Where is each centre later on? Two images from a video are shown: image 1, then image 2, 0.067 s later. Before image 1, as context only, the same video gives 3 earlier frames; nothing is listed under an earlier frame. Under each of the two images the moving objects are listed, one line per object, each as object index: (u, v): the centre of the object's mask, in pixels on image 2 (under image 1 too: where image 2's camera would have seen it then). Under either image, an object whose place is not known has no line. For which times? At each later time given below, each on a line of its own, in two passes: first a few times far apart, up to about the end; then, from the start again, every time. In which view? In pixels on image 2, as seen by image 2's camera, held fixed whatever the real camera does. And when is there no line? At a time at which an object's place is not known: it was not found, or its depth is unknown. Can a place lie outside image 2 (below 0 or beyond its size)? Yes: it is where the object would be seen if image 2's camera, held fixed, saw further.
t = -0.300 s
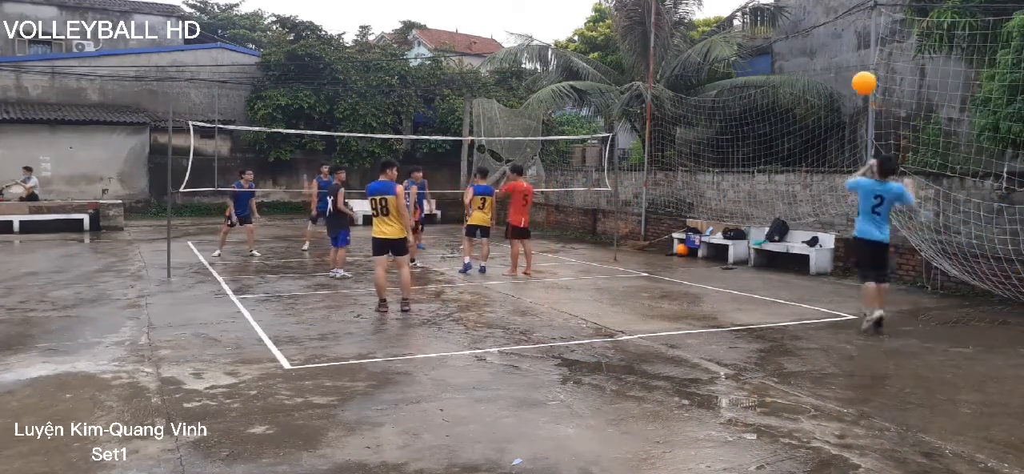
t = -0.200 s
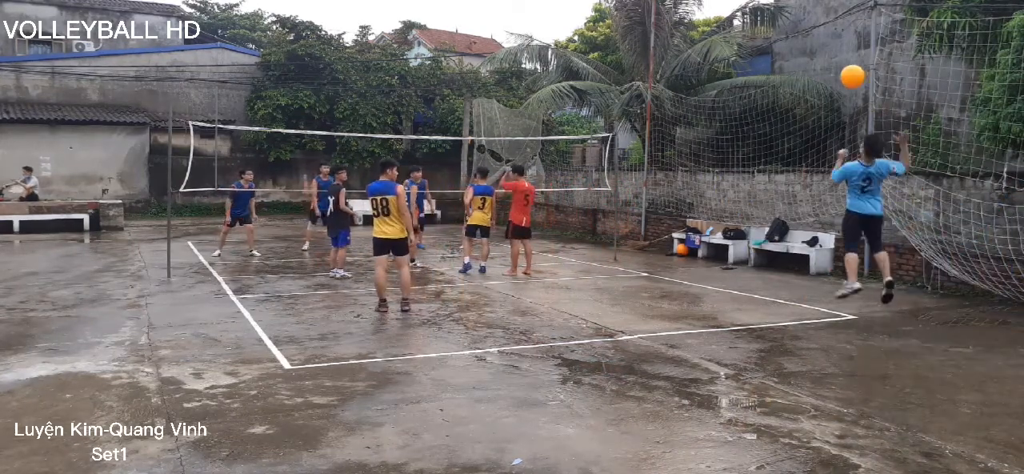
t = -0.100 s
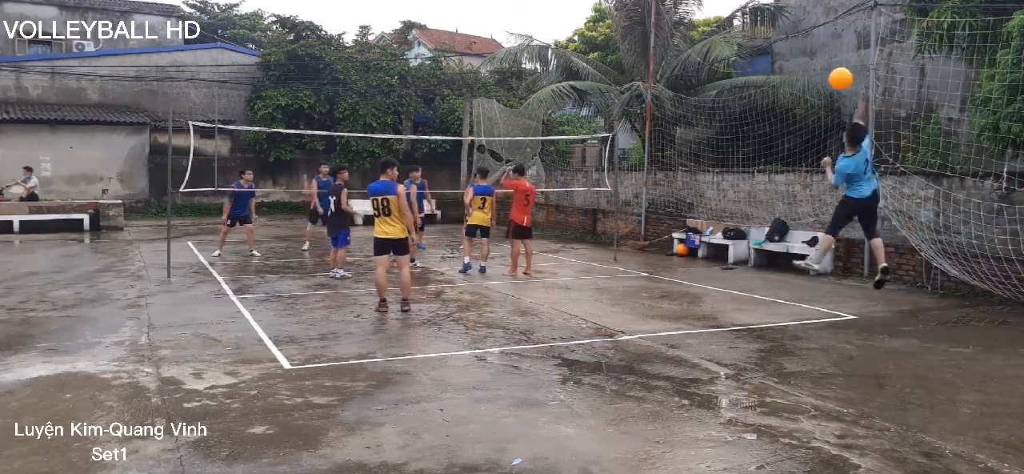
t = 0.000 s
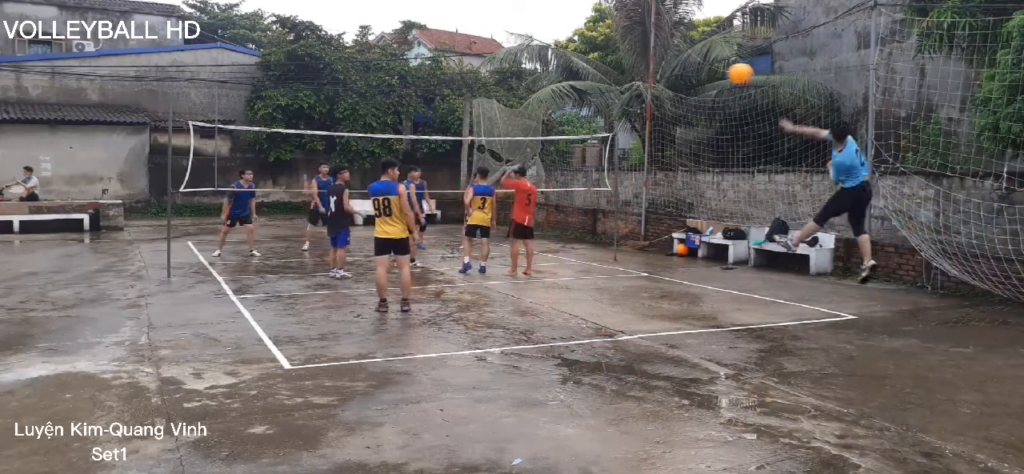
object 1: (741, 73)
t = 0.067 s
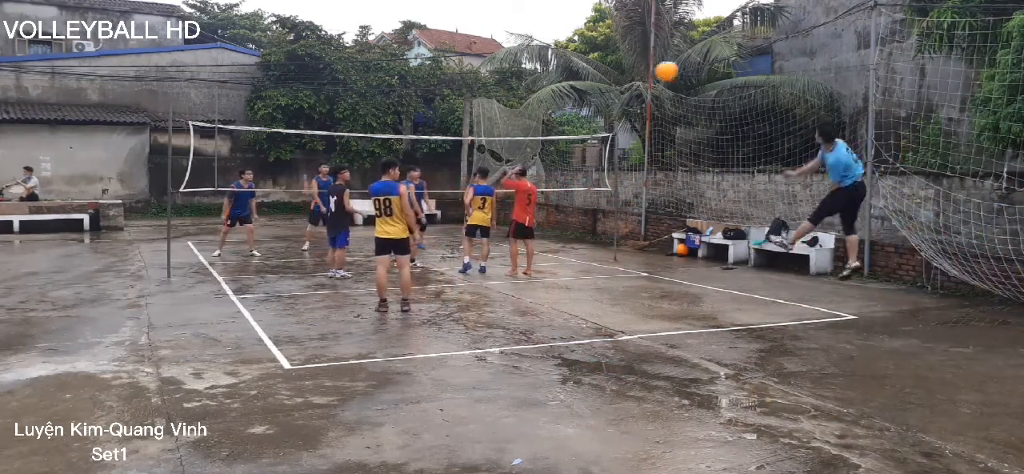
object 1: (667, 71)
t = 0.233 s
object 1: (529, 80)
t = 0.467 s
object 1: (406, 120)
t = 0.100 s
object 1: (635, 71)
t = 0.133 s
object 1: (605, 72)
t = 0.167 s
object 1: (578, 73)
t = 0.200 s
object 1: (553, 76)
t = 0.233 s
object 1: (529, 80)
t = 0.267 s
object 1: (507, 83)
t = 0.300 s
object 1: (487, 88)
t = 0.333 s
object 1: (468, 94)
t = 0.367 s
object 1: (451, 100)
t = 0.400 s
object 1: (434, 106)
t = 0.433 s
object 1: (420, 113)
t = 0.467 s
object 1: (406, 120)
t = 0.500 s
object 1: (393, 127)
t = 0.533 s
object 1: (382, 134)
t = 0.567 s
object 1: (370, 143)
